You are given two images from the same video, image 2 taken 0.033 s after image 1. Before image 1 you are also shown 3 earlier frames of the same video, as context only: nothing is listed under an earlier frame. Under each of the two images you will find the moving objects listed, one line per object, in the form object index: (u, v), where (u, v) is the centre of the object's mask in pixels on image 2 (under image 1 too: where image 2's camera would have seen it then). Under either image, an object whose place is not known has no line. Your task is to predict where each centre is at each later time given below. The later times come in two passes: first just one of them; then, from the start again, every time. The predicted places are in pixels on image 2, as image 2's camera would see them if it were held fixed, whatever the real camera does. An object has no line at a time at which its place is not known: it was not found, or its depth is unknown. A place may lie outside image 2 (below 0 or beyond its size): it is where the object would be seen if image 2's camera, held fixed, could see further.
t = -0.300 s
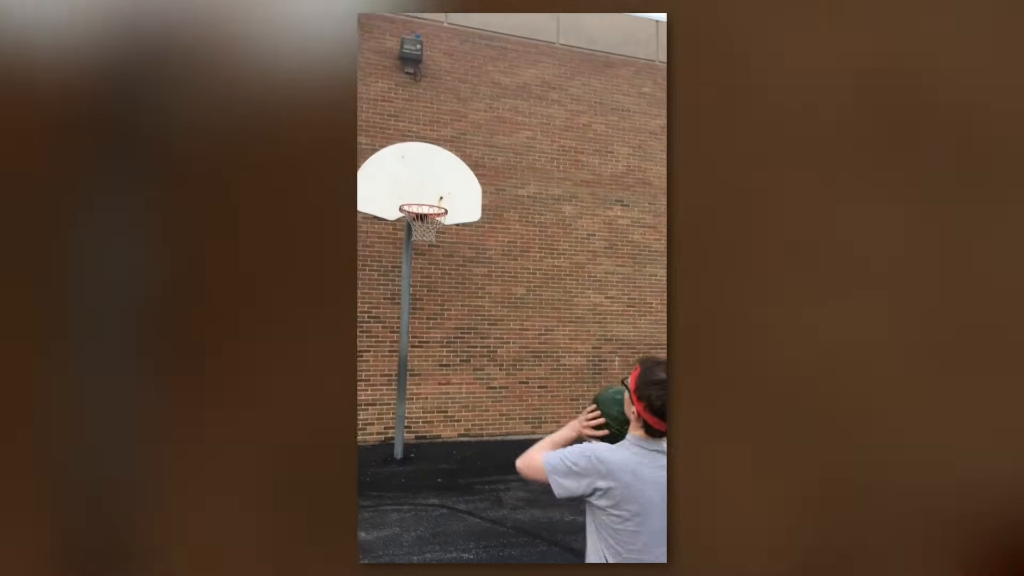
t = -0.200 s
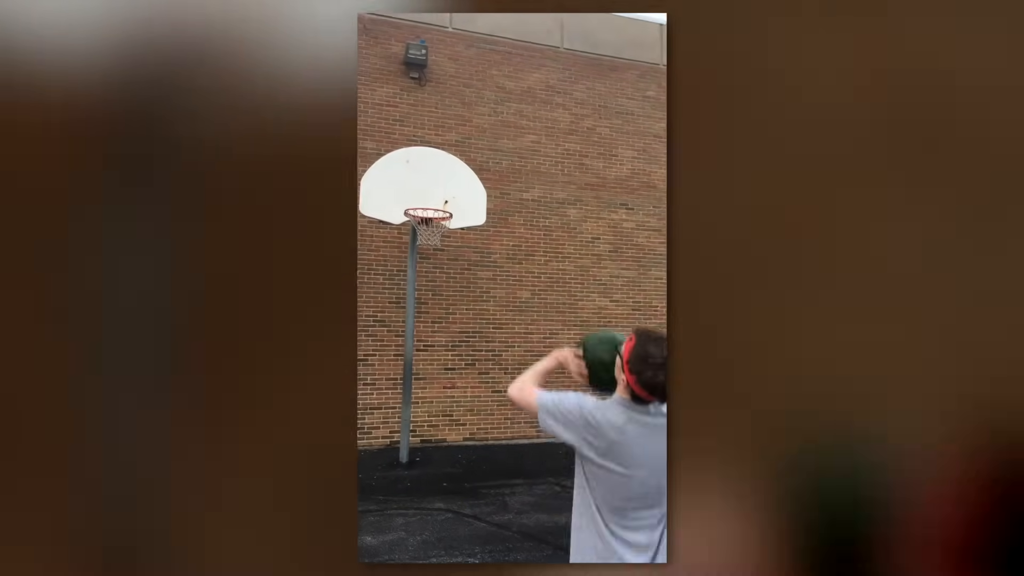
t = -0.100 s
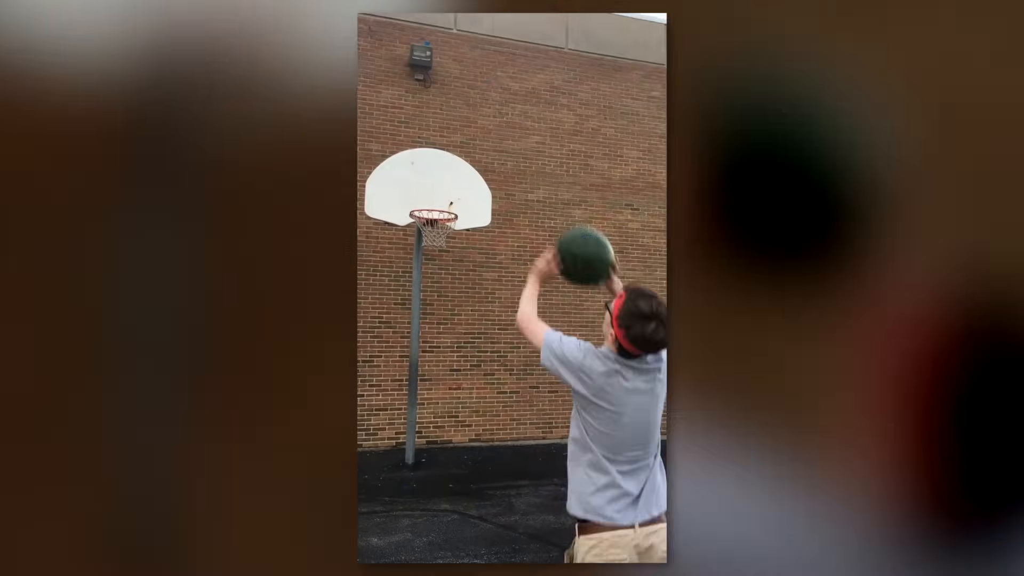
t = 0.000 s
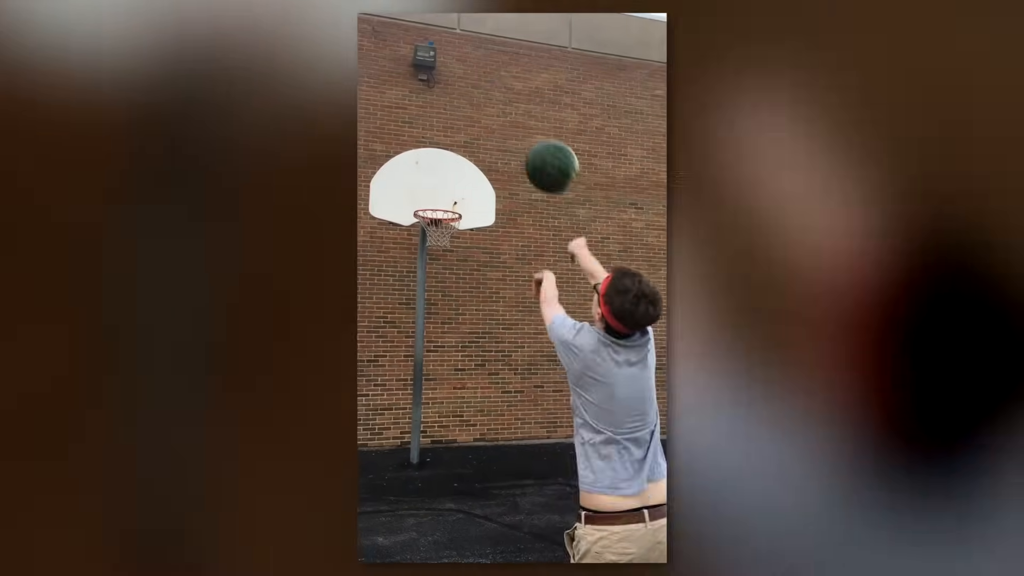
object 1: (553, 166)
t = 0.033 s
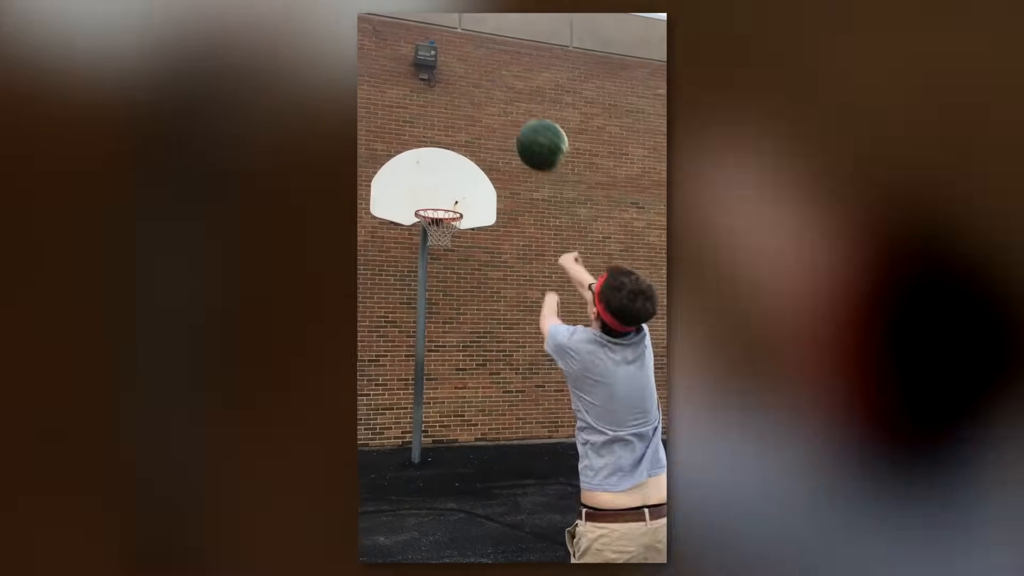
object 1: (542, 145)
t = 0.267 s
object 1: (485, 86)
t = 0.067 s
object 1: (532, 128)
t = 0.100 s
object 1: (522, 114)
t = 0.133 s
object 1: (514, 104)
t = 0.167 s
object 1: (506, 97)
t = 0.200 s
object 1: (499, 91)
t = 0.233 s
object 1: (492, 88)
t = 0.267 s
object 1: (485, 86)
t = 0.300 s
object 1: (479, 87)
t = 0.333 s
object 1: (473, 89)
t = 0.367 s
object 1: (468, 93)
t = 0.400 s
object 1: (463, 98)
